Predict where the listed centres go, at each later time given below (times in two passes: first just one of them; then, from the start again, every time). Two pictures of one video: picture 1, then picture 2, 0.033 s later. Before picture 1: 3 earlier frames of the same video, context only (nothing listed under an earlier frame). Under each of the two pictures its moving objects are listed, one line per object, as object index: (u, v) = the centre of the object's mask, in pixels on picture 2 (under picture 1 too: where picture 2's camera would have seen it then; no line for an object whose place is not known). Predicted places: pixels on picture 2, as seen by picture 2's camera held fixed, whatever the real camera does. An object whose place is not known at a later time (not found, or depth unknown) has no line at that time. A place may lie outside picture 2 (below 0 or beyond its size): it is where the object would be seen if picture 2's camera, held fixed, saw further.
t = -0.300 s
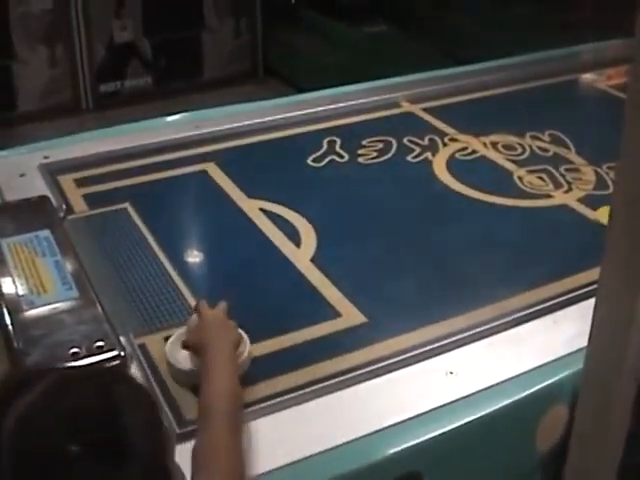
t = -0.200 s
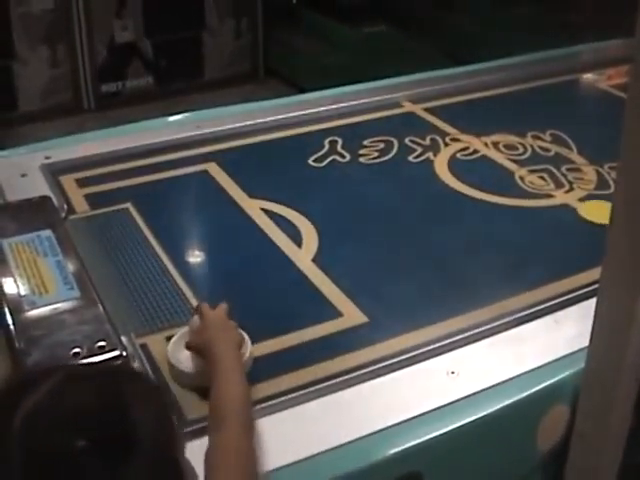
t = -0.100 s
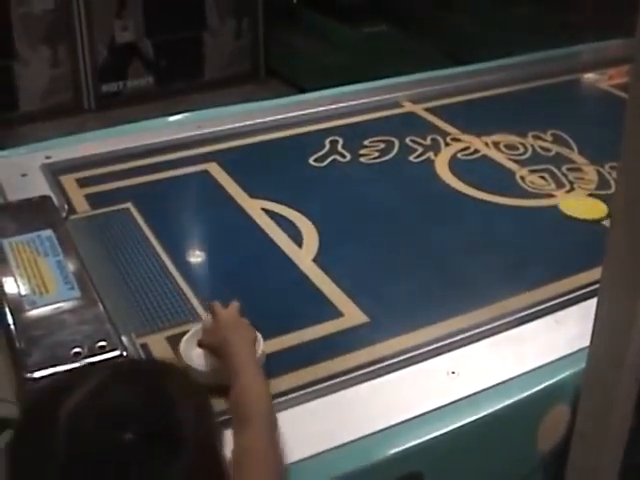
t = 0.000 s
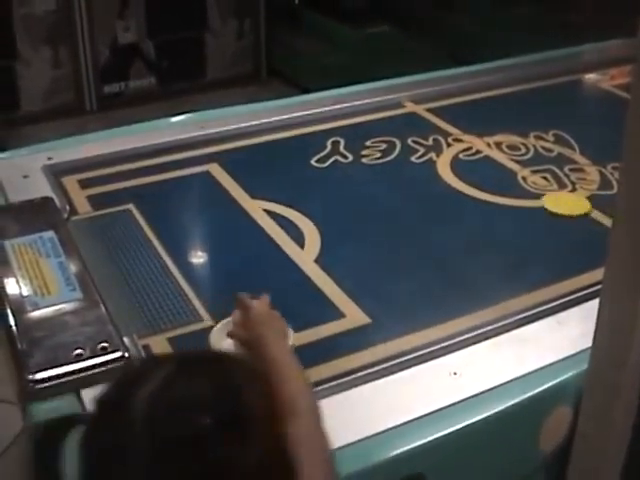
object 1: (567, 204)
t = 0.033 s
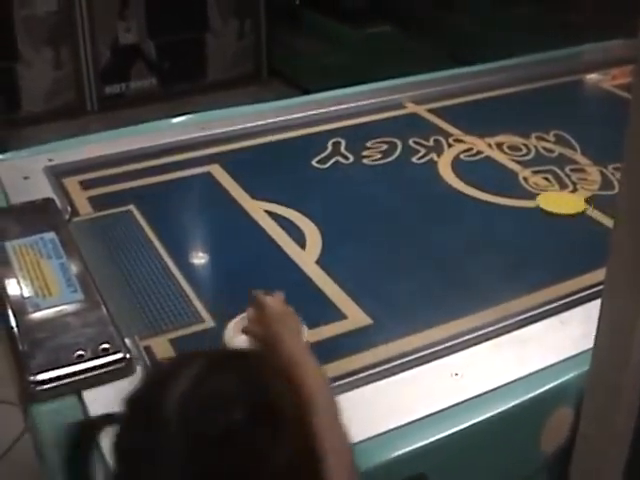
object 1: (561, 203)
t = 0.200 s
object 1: (530, 196)
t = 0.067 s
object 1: (555, 201)
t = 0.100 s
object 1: (549, 200)
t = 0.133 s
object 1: (543, 199)
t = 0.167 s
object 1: (538, 197)
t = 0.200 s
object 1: (530, 196)
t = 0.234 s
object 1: (525, 195)
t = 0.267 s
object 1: (519, 194)
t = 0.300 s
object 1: (513, 193)
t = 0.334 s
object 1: (507, 193)
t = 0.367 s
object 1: (502, 192)
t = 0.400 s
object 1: (495, 191)
